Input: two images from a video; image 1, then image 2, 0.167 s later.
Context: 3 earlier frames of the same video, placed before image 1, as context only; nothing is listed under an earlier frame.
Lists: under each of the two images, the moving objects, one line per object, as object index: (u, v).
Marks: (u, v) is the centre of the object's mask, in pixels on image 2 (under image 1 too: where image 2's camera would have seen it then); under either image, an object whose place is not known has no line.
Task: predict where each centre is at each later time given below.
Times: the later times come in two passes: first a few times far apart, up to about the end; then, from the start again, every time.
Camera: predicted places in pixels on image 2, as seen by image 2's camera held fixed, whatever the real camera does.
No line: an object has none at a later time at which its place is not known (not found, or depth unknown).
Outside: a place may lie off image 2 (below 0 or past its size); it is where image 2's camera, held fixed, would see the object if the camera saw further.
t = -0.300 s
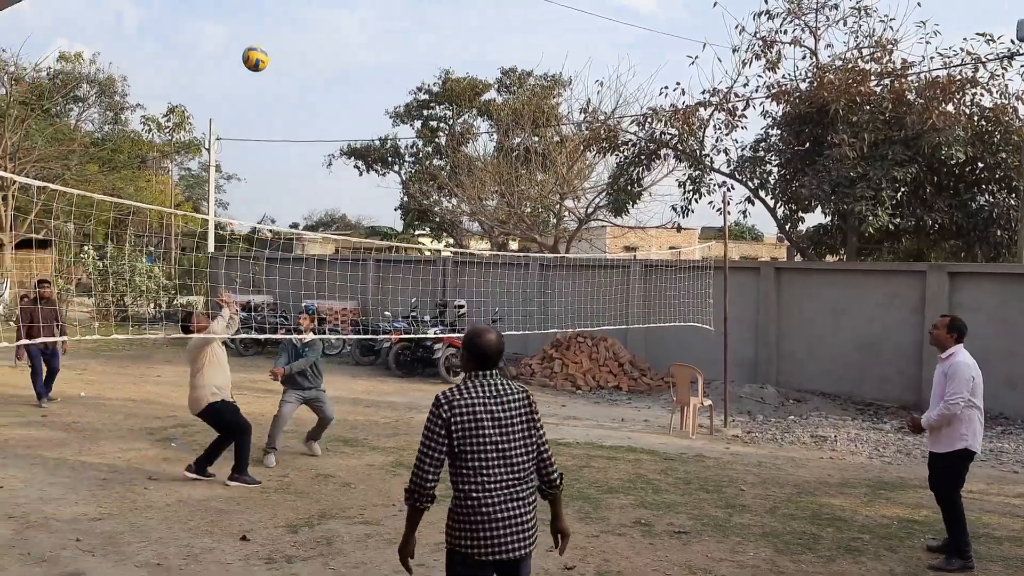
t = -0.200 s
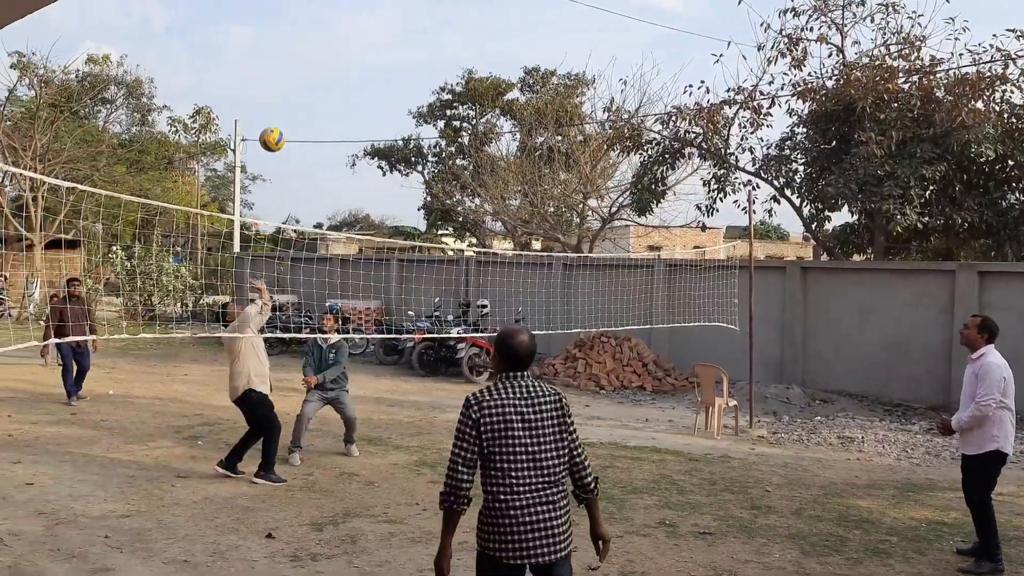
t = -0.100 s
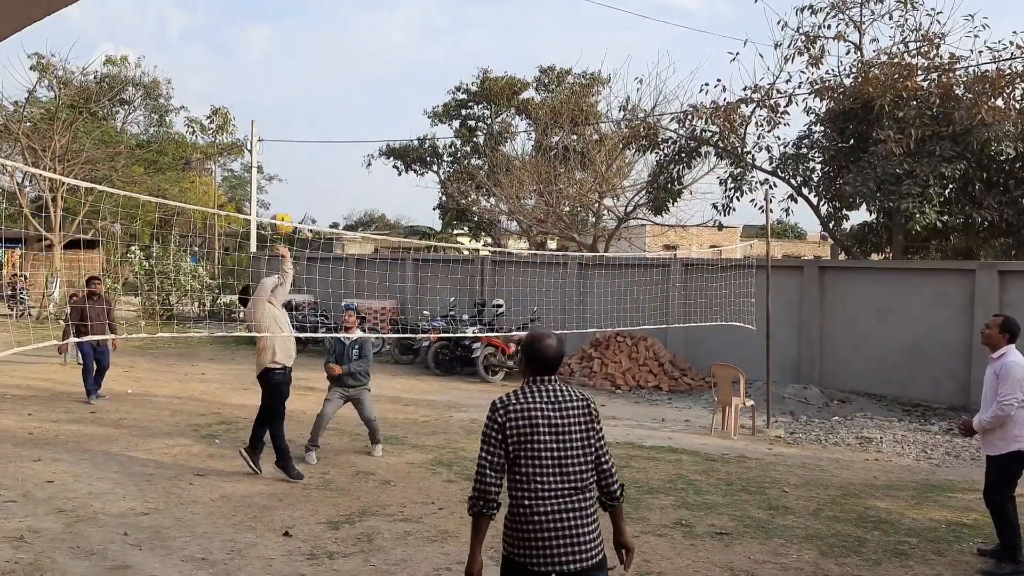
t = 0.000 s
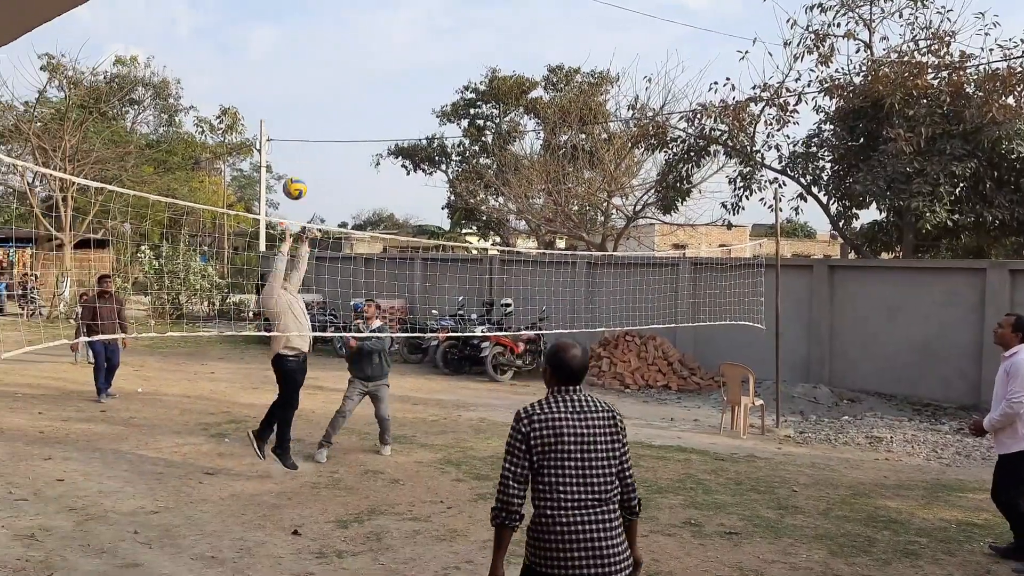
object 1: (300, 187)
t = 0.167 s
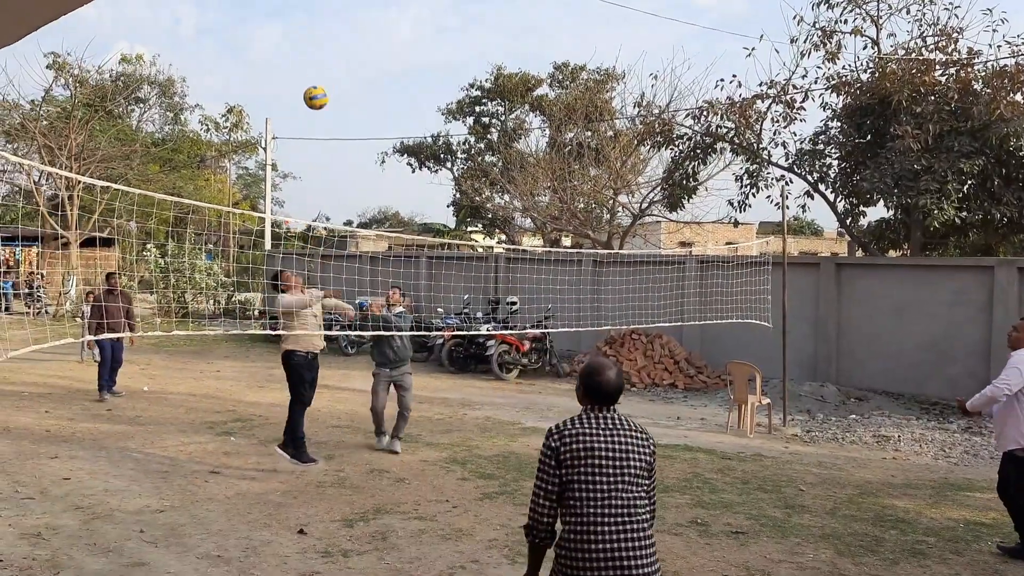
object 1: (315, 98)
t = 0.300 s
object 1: (329, 48)
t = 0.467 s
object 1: (346, 12)
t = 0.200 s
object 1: (319, 83)
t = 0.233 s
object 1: (322, 70)
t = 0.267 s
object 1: (325, 59)
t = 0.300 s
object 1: (329, 48)
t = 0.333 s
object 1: (332, 37)
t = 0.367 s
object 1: (335, 28)
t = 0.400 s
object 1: (339, 21)
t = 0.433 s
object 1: (342, 15)
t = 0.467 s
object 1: (346, 12)
